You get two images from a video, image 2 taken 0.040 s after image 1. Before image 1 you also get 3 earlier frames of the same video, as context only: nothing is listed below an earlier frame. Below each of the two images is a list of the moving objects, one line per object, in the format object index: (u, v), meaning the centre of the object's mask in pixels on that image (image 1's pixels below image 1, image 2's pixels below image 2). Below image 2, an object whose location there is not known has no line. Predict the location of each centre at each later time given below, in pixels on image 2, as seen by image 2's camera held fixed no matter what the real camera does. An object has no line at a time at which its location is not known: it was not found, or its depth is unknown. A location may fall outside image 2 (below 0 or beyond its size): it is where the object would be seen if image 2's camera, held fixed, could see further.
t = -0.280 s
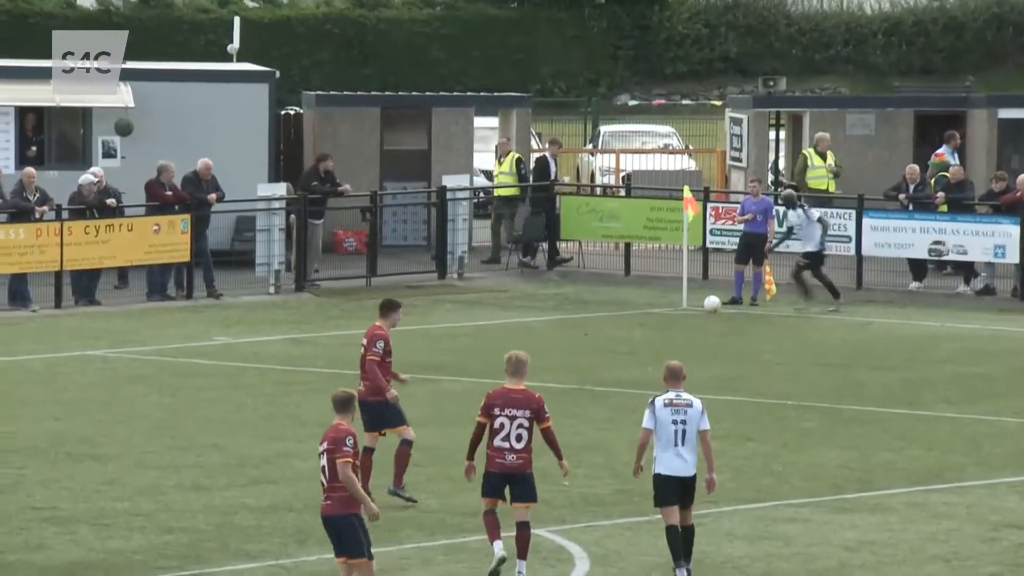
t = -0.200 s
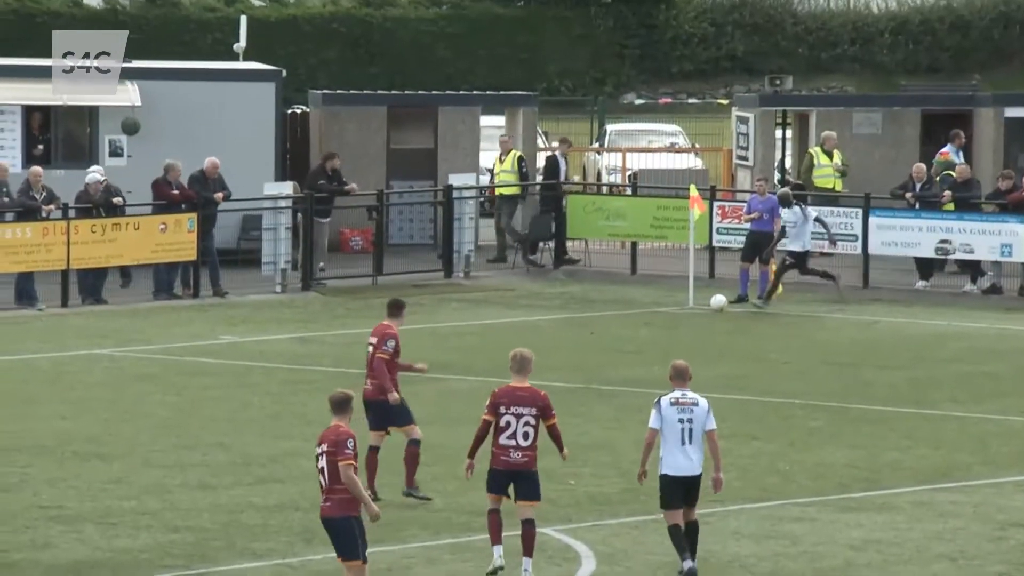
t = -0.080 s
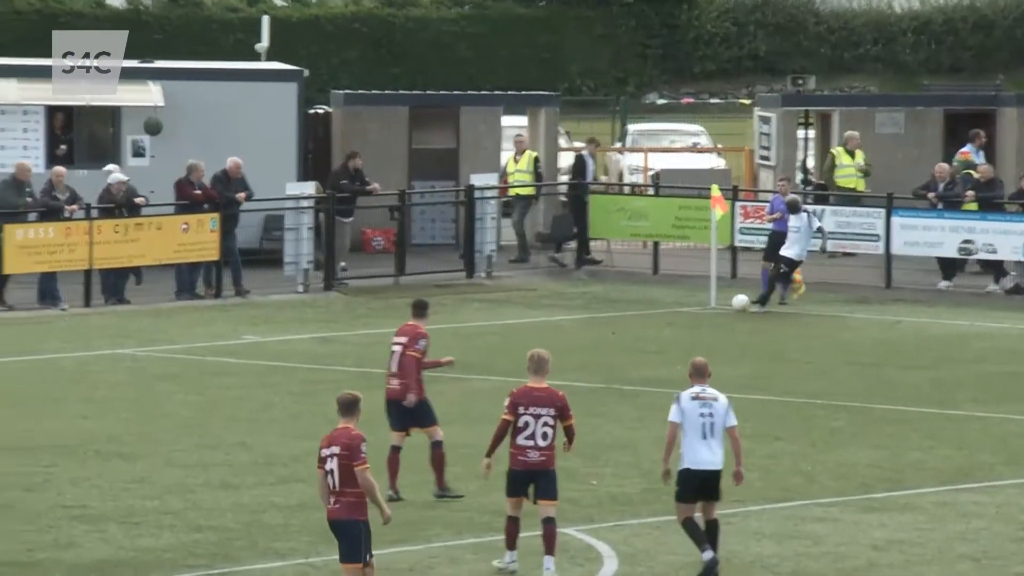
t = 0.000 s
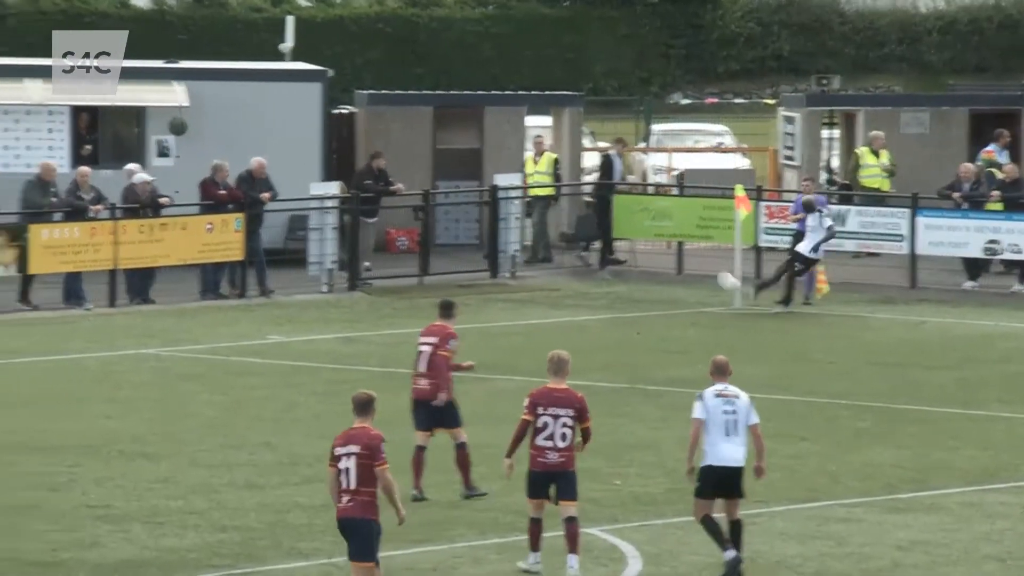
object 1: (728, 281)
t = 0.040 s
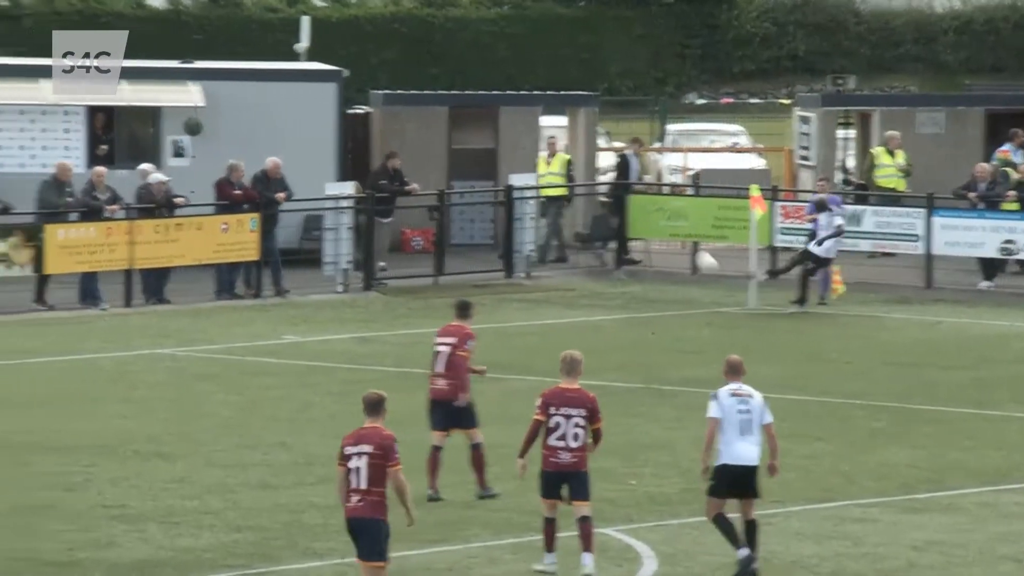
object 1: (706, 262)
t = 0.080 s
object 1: (672, 242)
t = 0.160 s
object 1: (605, 207)
